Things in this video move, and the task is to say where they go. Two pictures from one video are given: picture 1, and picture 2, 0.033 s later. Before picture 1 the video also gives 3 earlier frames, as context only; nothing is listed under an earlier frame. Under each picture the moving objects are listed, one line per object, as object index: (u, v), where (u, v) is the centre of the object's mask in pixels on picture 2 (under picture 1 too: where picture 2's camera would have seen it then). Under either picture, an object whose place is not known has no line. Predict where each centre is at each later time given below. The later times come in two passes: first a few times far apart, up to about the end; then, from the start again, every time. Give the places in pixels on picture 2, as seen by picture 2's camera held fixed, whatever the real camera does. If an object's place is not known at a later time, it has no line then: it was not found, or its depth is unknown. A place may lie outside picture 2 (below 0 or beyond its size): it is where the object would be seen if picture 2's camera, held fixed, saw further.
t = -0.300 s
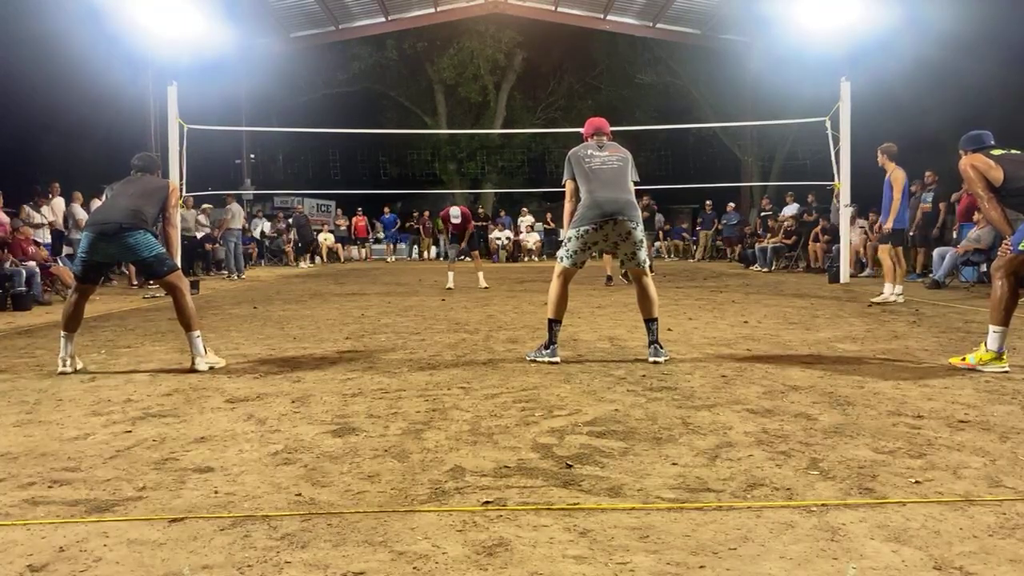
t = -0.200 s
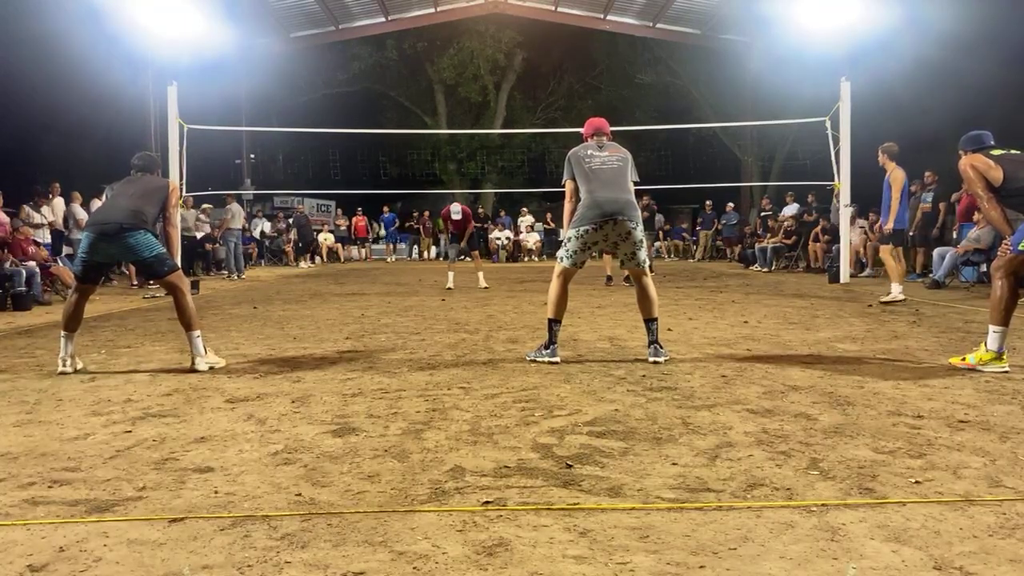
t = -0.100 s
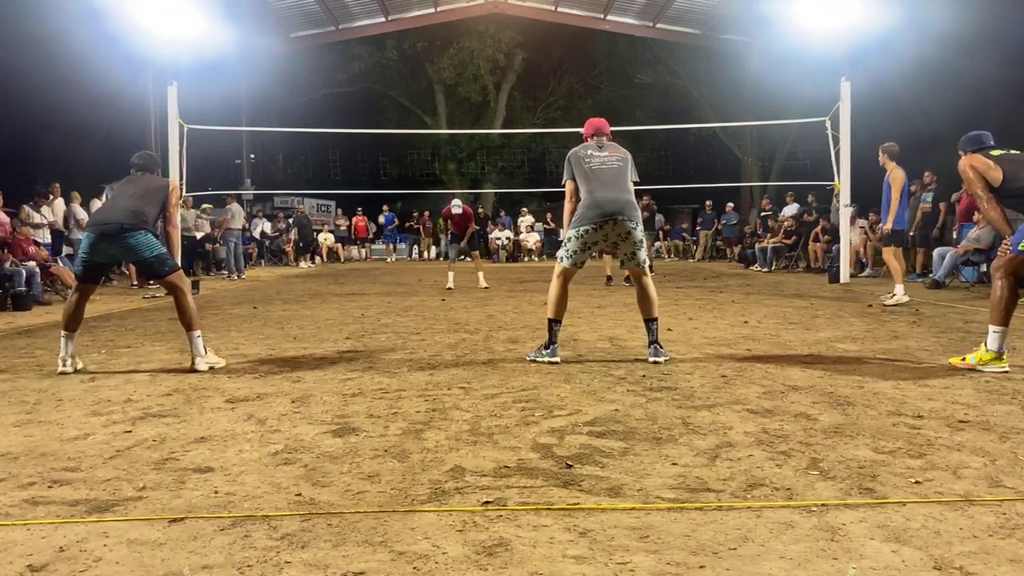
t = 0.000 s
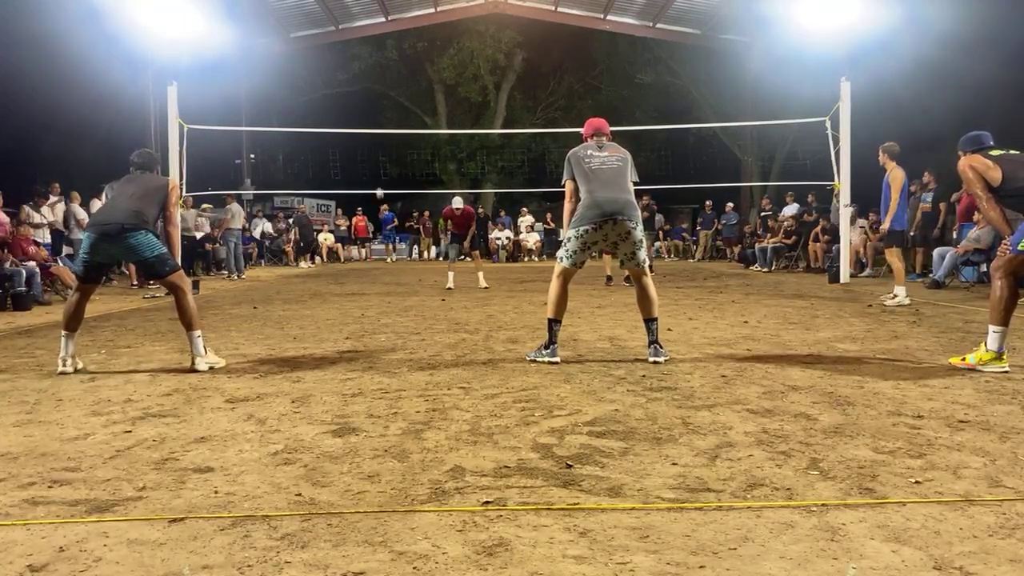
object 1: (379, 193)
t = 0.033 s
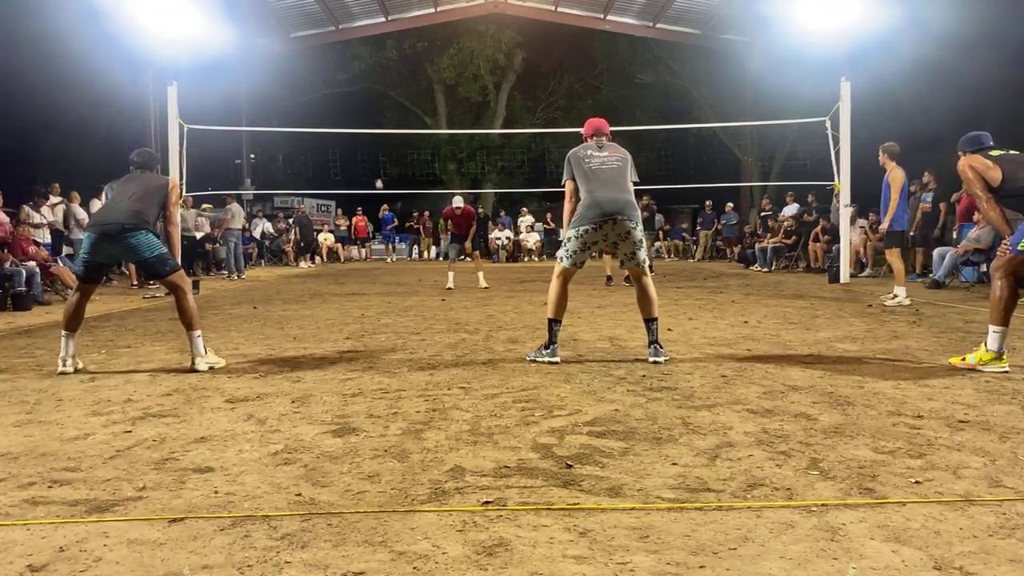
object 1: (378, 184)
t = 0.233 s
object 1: (375, 138)
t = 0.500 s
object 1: (371, 97)
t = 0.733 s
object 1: (368, 81)
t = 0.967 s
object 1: (366, 86)
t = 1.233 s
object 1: (364, 115)
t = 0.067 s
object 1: (378, 176)
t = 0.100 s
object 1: (378, 167)
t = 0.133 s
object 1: (377, 159)
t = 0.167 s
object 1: (376, 152)
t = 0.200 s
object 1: (376, 145)
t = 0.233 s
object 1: (375, 138)
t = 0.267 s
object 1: (375, 132)
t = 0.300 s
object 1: (374, 125)
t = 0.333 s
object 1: (374, 120)
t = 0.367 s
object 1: (373, 115)
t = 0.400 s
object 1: (373, 110)
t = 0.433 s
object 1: (372, 105)
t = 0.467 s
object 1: (372, 101)
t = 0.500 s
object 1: (371, 97)
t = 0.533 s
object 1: (371, 94)
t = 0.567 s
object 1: (370, 91)
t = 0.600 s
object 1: (370, 88)
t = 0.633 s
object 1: (369, 86)
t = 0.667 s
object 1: (369, 84)
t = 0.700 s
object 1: (369, 82)
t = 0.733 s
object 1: (368, 81)
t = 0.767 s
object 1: (368, 81)
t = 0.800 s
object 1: (368, 81)
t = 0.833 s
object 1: (367, 81)
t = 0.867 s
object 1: (367, 81)
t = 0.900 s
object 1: (367, 82)
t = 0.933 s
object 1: (367, 84)
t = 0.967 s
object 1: (366, 86)
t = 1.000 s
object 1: (366, 88)
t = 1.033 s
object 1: (366, 91)
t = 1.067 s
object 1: (365, 94)
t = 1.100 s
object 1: (365, 97)
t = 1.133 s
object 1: (365, 101)
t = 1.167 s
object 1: (365, 105)
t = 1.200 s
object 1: (365, 110)
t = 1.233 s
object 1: (364, 115)
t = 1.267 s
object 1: (364, 120)
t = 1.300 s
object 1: (364, 125)
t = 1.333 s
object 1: (364, 133)
